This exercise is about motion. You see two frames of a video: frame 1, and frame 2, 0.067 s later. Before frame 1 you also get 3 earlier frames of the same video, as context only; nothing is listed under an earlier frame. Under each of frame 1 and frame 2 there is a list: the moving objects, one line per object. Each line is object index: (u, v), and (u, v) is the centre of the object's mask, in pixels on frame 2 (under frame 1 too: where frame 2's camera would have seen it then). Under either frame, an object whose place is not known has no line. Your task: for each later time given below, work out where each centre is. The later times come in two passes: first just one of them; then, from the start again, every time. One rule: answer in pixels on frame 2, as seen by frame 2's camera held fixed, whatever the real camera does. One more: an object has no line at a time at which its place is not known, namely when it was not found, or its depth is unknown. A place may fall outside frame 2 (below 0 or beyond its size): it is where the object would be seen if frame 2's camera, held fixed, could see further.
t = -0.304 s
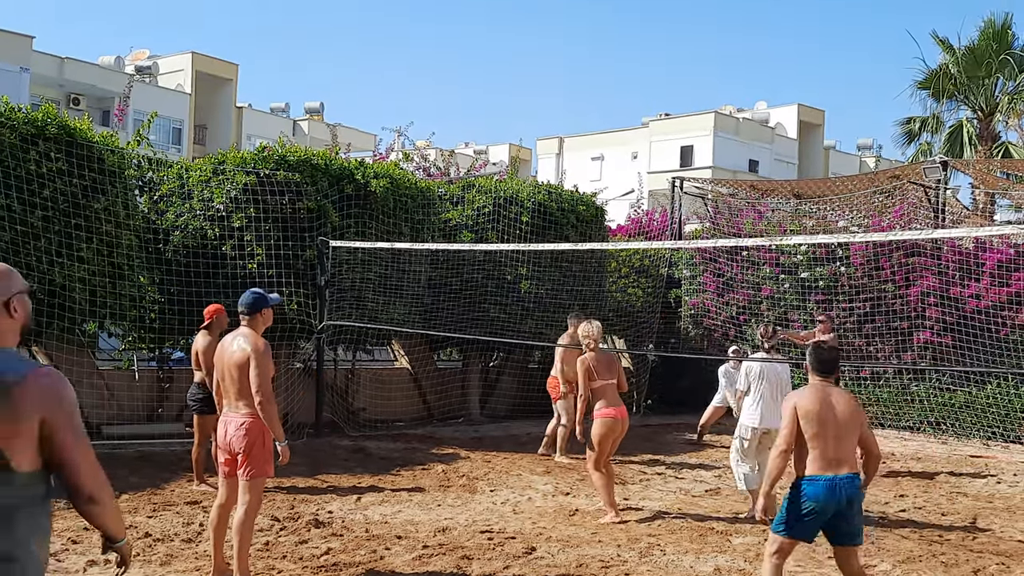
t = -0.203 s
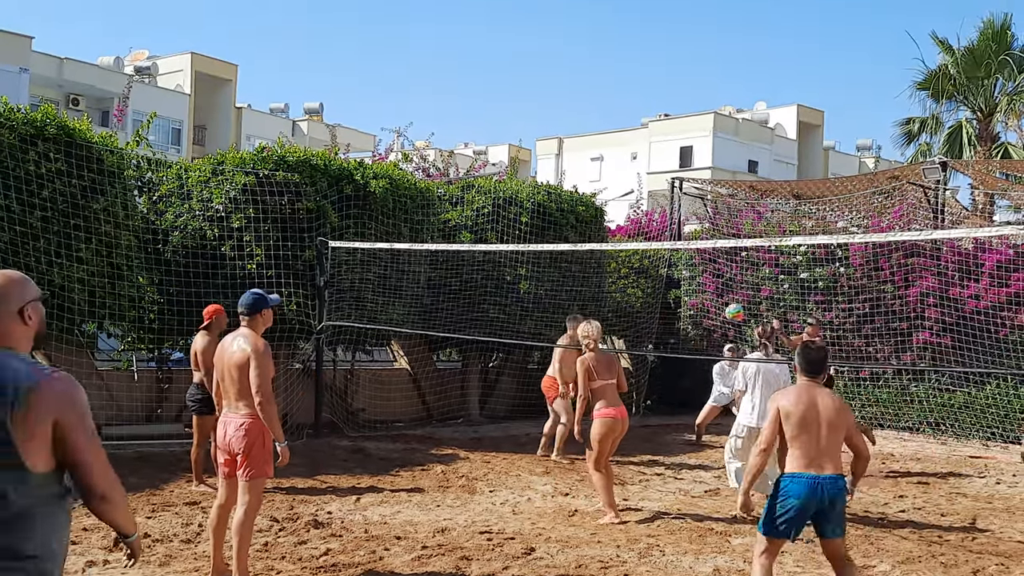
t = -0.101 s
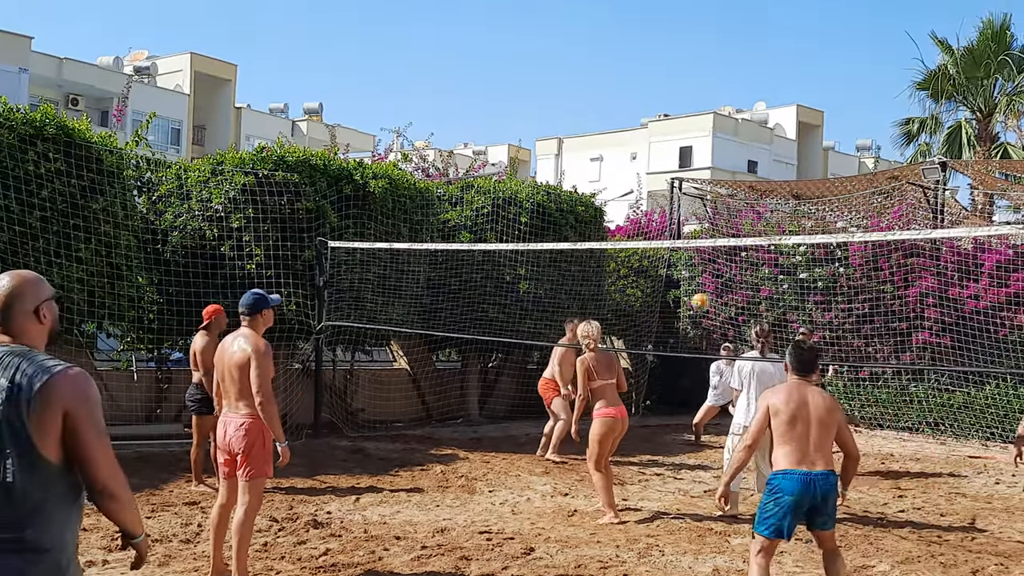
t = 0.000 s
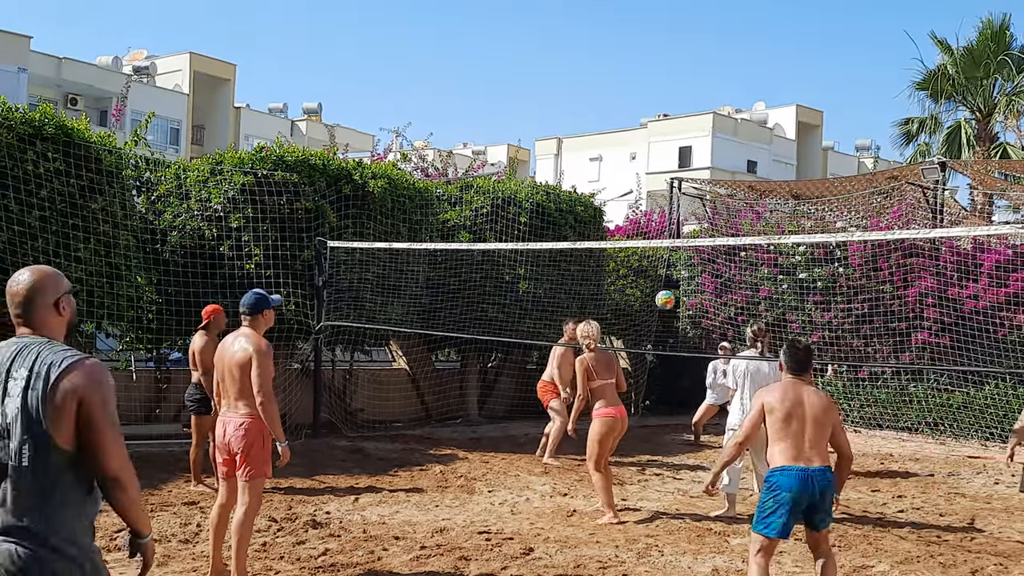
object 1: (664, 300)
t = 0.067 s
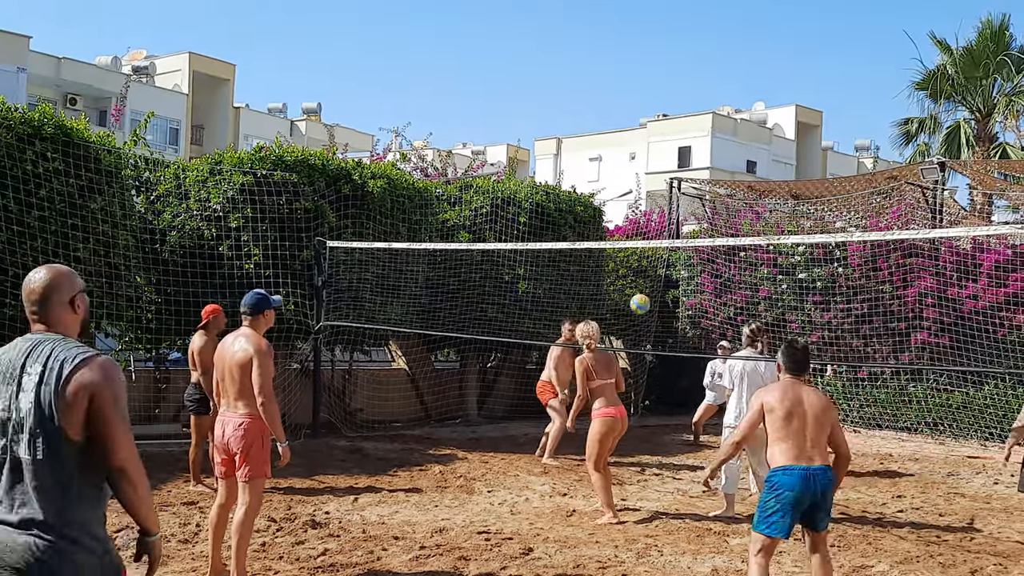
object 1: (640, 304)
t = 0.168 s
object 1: (601, 318)
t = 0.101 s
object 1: (627, 308)
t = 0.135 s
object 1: (614, 312)
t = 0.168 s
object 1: (601, 318)
